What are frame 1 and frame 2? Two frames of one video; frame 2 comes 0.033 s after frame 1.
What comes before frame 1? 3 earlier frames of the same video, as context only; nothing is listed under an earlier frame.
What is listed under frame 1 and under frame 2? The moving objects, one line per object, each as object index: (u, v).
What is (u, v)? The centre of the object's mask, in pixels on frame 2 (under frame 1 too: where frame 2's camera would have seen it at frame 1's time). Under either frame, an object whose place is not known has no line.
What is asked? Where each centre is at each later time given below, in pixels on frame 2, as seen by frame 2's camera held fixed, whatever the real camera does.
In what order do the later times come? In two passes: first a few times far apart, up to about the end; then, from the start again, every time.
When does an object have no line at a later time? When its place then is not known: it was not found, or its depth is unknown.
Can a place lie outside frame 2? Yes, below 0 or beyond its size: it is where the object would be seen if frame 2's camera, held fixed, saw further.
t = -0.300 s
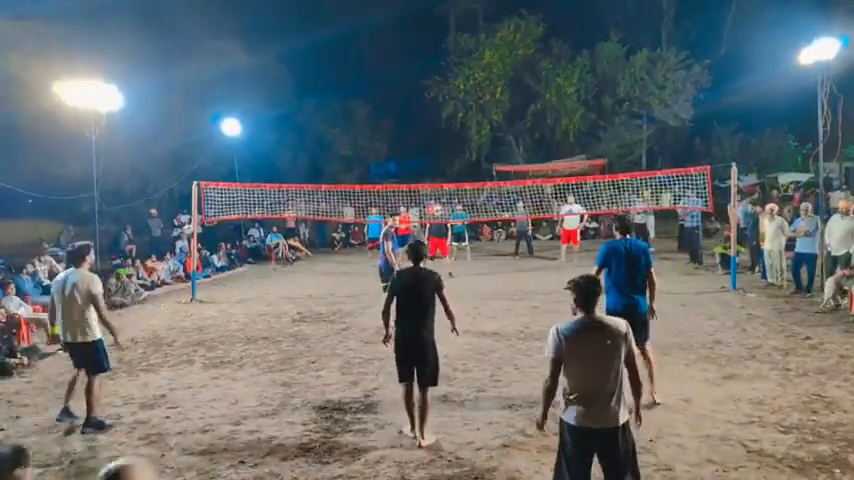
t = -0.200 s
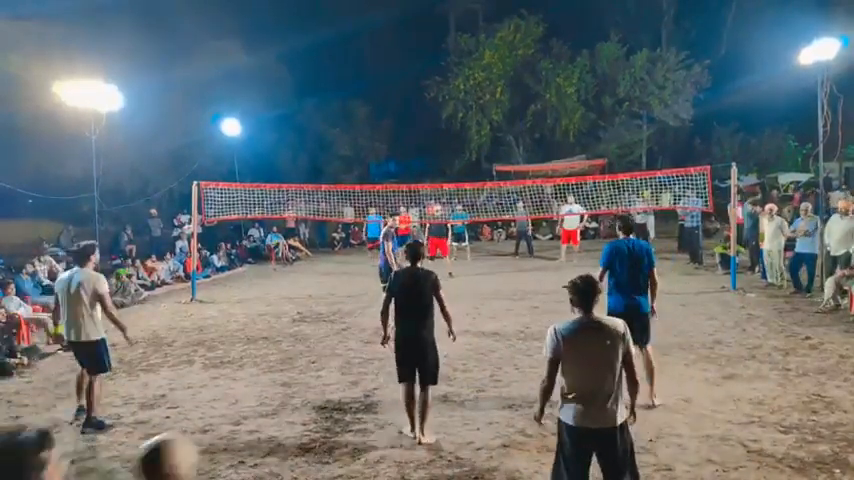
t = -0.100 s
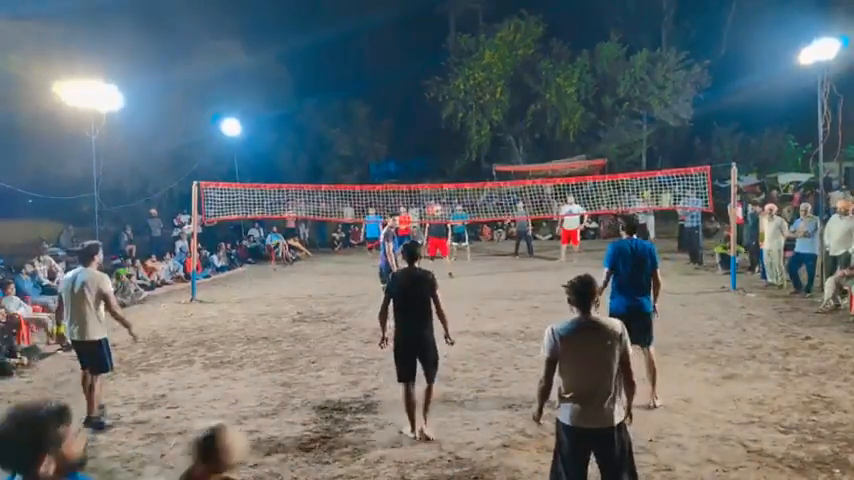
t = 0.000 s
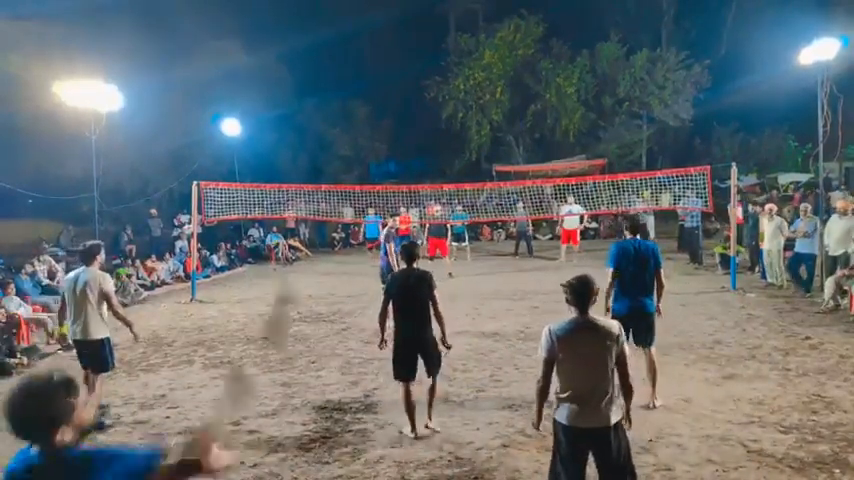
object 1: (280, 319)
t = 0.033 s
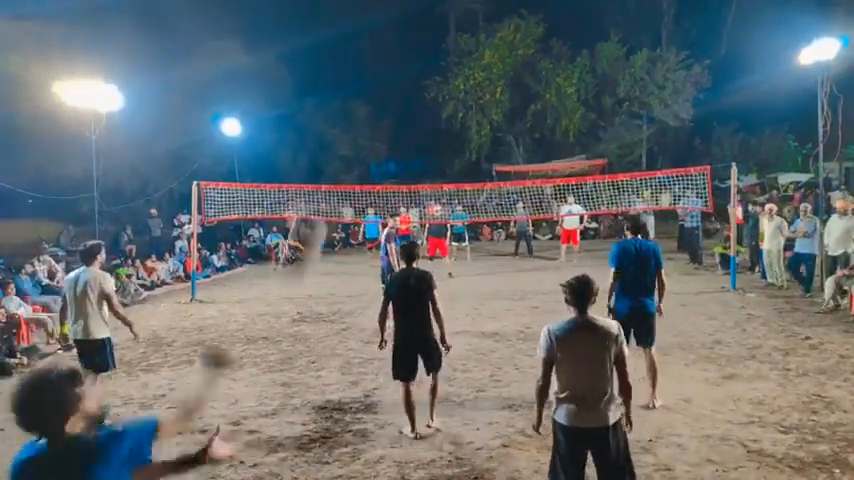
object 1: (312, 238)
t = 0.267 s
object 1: (370, 61)
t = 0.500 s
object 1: (397, 30)
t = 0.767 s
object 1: (416, 49)
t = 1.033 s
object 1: (430, 92)
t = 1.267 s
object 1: (440, 138)
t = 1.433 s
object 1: (446, 174)
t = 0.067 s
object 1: (322, 193)
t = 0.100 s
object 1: (331, 161)
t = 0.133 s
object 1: (341, 132)
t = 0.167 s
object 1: (350, 108)
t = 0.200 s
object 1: (358, 87)
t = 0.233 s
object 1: (364, 73)
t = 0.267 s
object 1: (370, 61)
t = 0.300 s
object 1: (375, 51)
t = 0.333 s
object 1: (380, 44)
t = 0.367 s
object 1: (383, 39)
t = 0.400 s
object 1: (388, 35)
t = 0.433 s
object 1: (391, 32)
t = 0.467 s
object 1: (394, 31)
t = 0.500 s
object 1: (397, 30)
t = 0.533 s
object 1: (400, 30)
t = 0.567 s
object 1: (403, 31)
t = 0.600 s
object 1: (405, 33)
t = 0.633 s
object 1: (407, 35)
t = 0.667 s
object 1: (410, 38)
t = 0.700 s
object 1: (412, 42)
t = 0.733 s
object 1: (414, 45)
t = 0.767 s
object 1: (416, 49)
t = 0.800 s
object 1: (418, 54)
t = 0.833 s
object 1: (420, 58)
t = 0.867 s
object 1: (422, 63)
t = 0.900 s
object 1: (424, 69)
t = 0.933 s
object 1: (426, 74)
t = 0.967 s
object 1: (427, 80)
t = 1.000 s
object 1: (429, 86)
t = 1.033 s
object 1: (430, 92)
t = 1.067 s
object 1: (432, 98)
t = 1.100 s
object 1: (434, 104)
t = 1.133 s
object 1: (435, 111)
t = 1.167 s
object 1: (437, 118)
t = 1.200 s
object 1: (438, 124)
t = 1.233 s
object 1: (439, 131)
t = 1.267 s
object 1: (440, 138)
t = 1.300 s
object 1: (442, 145)
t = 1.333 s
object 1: (443, 152)
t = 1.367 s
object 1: (444, 159)
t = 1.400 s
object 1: (446, 167)
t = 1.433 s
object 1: (446, 174)
